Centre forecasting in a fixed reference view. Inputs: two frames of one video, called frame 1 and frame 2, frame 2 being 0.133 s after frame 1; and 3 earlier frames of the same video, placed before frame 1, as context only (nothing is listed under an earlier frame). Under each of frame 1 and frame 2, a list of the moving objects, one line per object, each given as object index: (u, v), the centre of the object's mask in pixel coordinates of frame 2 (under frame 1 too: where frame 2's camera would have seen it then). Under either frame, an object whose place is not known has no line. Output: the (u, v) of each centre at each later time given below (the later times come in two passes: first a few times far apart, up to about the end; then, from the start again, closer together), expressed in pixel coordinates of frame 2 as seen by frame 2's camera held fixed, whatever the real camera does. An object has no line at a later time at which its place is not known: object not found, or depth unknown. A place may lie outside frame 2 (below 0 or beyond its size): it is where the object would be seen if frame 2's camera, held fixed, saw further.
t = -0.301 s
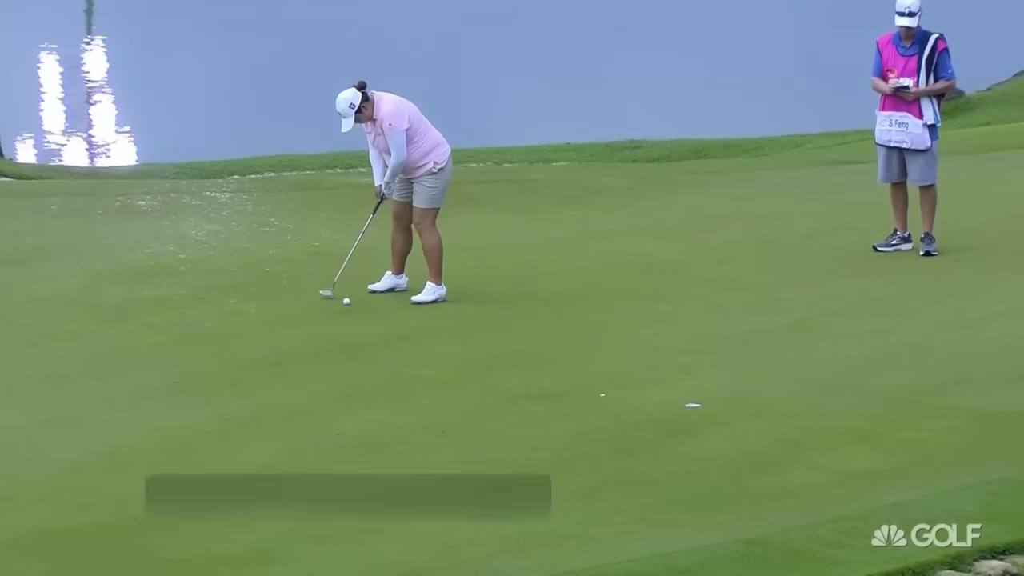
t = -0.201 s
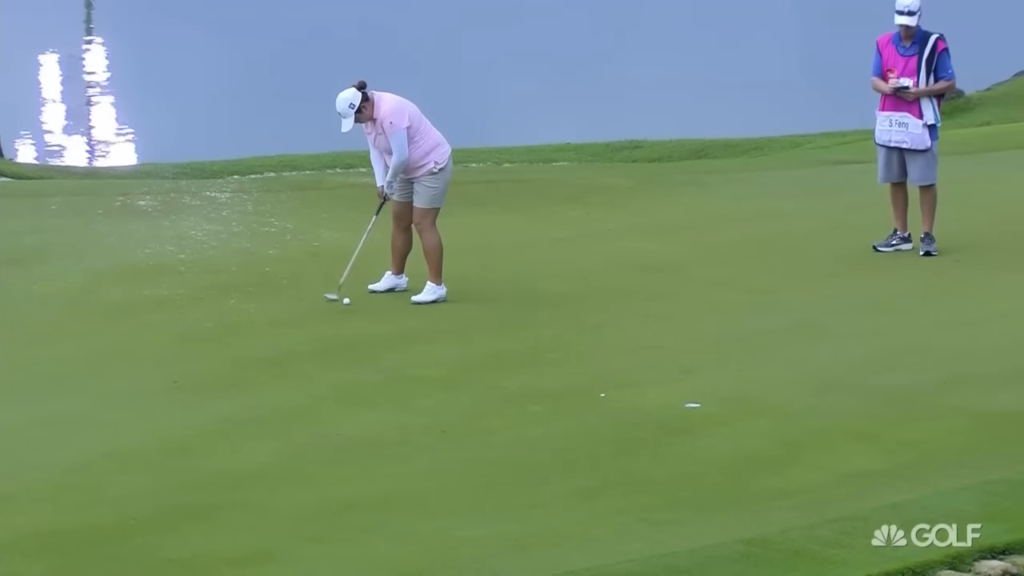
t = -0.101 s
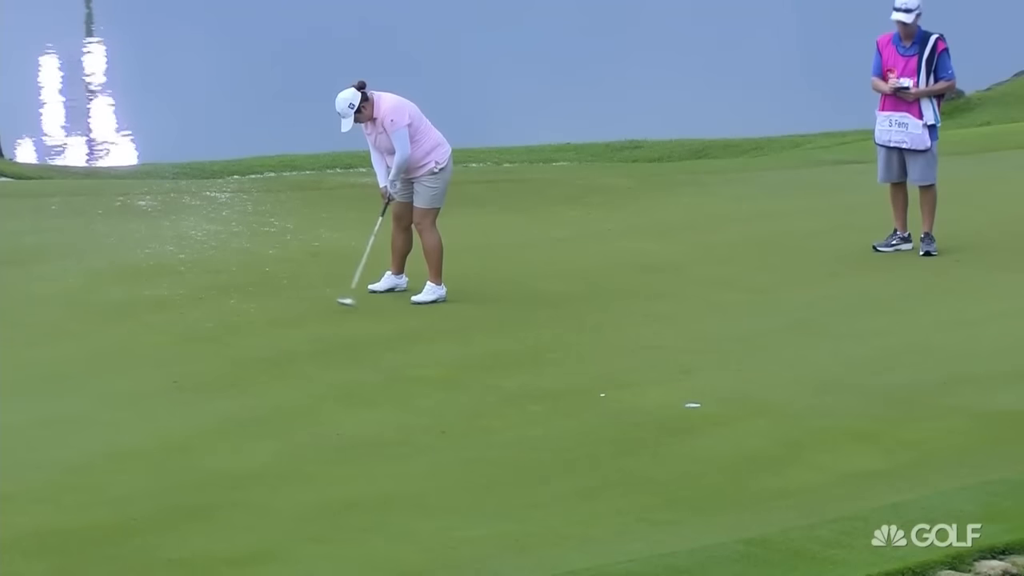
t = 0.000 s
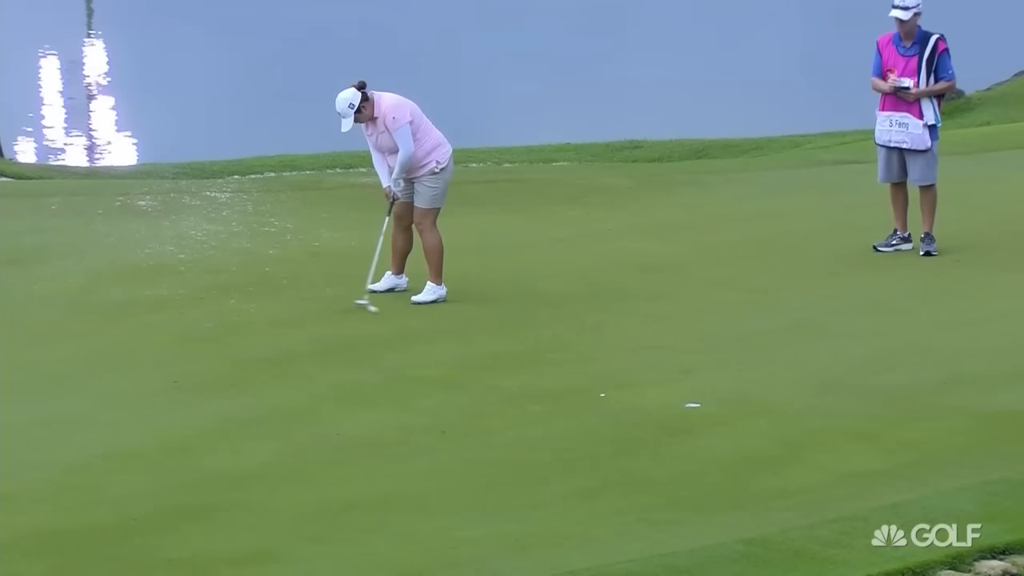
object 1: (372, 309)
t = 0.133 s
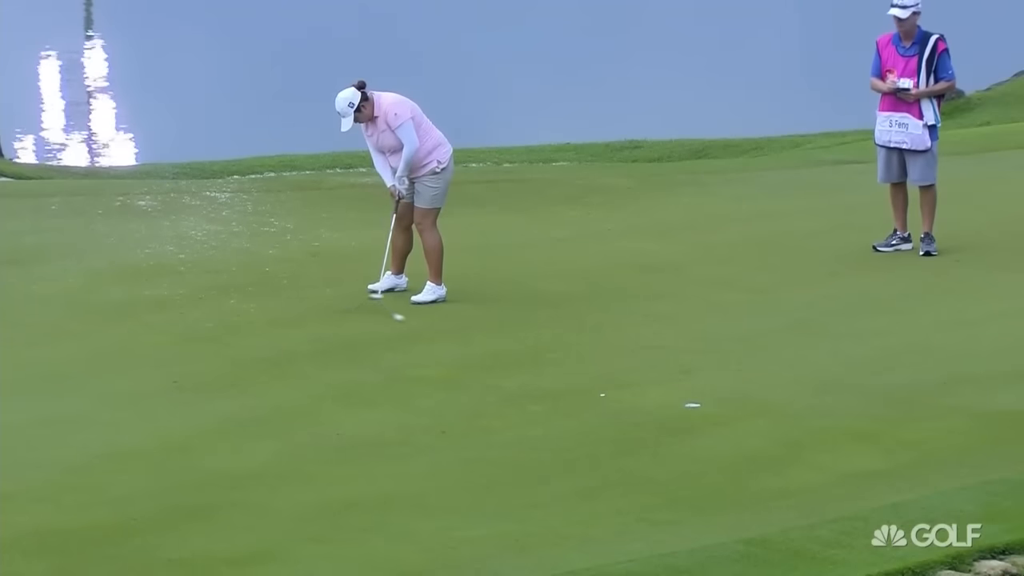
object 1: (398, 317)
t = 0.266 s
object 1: (421, 324)
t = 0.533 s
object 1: (463, 337)
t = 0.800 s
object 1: (504, 350)
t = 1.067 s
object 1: (543, 361)
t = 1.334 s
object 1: (578, 371)
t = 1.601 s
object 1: (612, 380)
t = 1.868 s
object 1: (642, 388)
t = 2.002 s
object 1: (656, 391)
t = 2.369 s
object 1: (688, 400)
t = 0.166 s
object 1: (404, 319)
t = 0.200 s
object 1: (409, 320)
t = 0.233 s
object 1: (415, 323)
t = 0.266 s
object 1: (421, 324)
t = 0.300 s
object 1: (427, 326)
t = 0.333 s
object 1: (432, 327)
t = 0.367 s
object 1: (437, 329)
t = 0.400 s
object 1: (442, 331)
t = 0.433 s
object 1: (447, 332)
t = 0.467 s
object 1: (453, 334)
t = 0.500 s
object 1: (458, 336)
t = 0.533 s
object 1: (463, 337)
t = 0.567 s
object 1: (469, 339)
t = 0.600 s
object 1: (474, 340)
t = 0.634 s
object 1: (479, 342)
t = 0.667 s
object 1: (484, 344)
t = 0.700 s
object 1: (489, 346)
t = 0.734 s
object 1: (494, 347)
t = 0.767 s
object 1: (499, 348)
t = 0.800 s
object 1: (504, 350)
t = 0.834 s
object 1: (509, 352)
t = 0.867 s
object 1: (514, 353)
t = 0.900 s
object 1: (519, 354)
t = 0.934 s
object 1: (524, 356)
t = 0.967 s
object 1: (528, 357)
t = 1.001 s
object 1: (533, 358)
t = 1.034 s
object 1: (538, 360)
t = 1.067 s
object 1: (543, 361)
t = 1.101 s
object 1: (547, 362)
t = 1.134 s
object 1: (552, 364)
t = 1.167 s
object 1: (556, 365)
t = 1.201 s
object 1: (561, 366)
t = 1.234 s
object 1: (565, 368)
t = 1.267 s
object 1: (570, 369)
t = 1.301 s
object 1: (574, 370)
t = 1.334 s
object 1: (578, 371)
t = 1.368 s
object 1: (583, 372)
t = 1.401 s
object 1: (587, 374)
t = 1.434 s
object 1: (591, 375)
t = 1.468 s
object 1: (596, 376)
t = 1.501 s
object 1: (600, 377)
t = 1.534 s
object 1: (604, 378)
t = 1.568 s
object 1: (608, 379)
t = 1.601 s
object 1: (612, 380)
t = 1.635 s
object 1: (616, 381)
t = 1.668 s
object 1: (620, 382)
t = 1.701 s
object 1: (624, 383)
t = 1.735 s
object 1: (628, 384)
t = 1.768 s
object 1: (631, 385)
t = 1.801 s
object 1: (635, 386)
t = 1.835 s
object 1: (639, 387)
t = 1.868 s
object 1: (642, 388)
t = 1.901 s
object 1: (645, 389)
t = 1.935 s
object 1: (649, 390)
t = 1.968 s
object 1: (652, 391)
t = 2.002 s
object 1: (656, 391)
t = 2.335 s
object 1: (685, 399)
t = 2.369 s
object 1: (688, 400)
